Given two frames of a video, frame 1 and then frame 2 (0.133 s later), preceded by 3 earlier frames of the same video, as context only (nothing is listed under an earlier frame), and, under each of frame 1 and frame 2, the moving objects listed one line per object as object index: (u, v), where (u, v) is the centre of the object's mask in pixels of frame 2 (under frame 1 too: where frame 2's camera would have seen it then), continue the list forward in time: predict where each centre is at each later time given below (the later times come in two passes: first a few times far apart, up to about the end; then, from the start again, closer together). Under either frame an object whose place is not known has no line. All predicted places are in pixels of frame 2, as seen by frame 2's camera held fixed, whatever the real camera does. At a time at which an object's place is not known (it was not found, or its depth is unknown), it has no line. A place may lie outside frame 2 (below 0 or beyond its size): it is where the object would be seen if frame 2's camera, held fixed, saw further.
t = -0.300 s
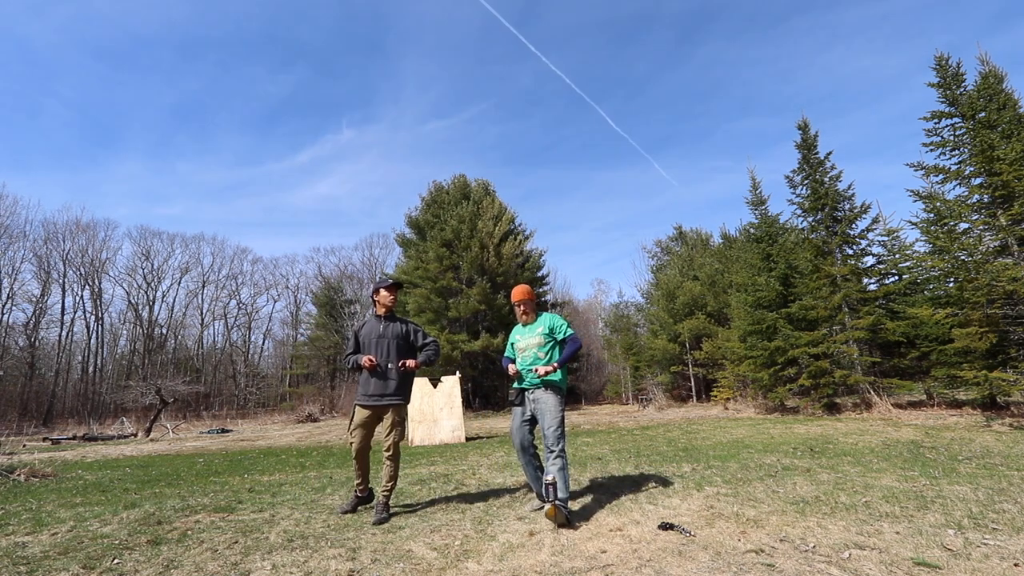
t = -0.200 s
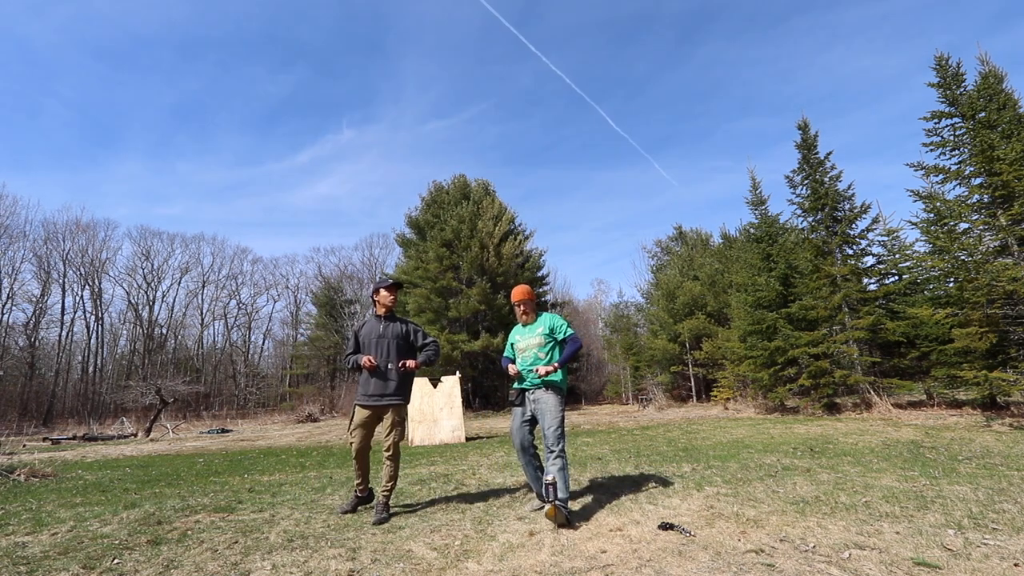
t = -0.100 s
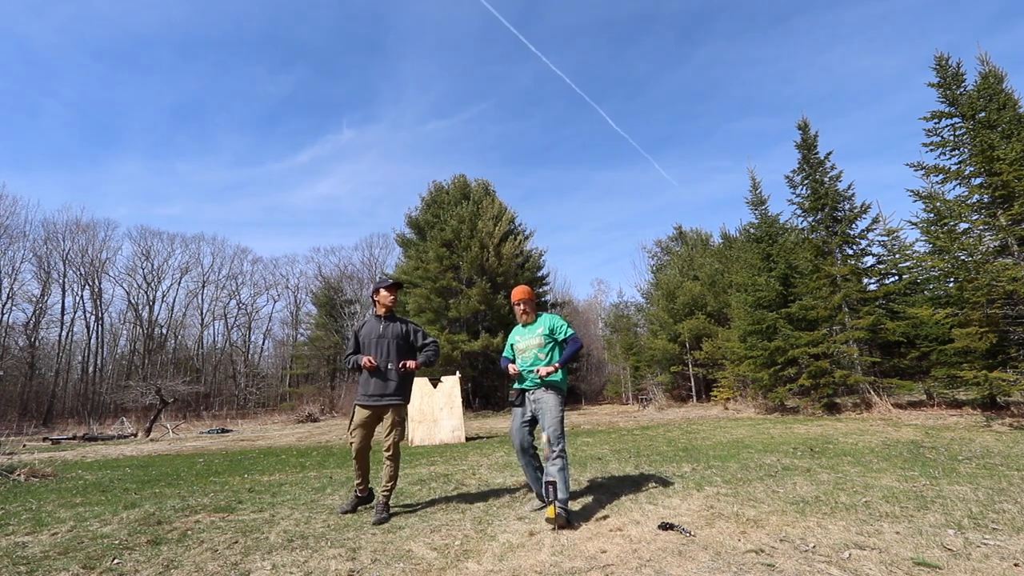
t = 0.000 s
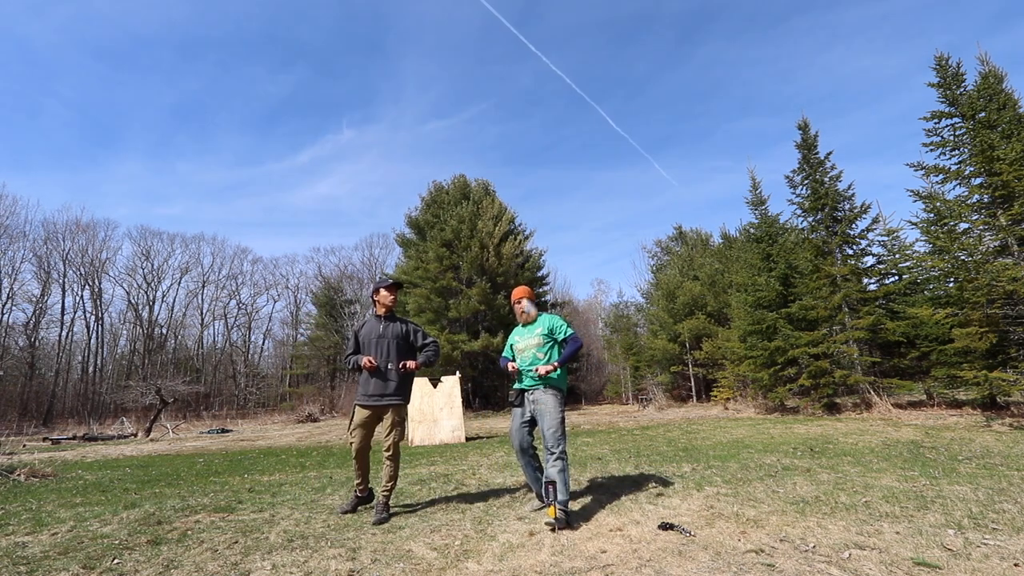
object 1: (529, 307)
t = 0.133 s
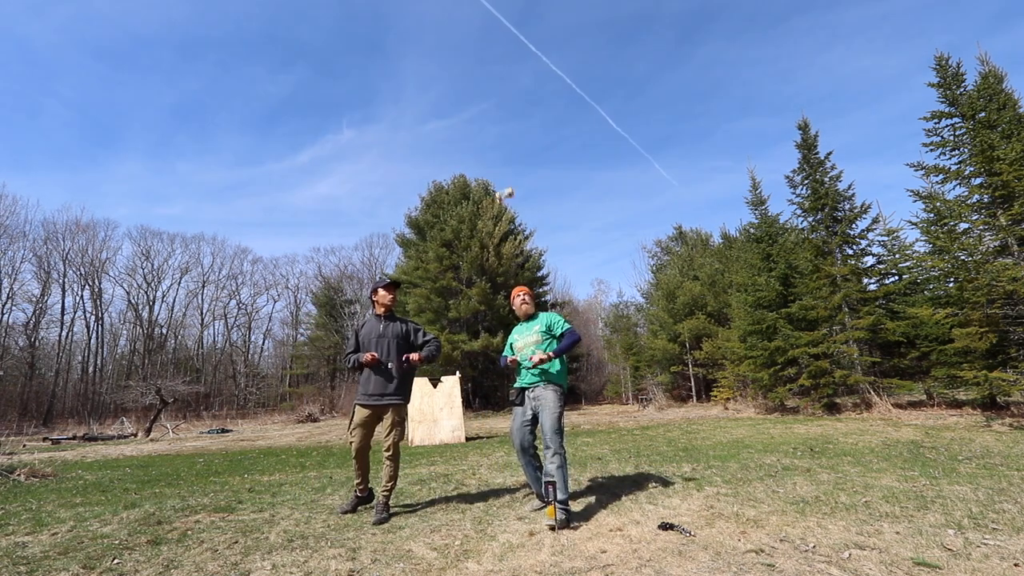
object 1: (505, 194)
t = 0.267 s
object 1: (485, 128)
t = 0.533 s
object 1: (451, 84)
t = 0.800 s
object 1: (410, 84)
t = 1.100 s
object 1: (366, 135)
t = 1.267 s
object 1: (344, 198)
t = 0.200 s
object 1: (494, 157)
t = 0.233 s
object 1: (489, 141)
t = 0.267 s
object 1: (485, 128)
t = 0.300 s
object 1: (480, 116)
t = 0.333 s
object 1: (476, 106)
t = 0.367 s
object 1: (471, 98)
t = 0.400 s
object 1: (467, 92)
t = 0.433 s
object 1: (463, 88)
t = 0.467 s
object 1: (460, 85)
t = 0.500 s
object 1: (455, 84)
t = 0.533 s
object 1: (451, 84)
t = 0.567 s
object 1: (448, 85)
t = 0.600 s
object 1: (444, 87)
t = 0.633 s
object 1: (441, 90)
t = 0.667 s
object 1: (436, 93)
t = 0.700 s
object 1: (429, 89)
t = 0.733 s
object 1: (422, 86)
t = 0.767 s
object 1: (416, 84)
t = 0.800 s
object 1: (410, 84)
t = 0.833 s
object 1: (404, 85)
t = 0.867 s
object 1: (399, 88)
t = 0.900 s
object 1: (393, 91)
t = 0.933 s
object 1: (388, 95)
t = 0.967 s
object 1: (383, 101)
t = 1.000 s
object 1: (379, 108)
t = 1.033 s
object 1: (374, 116)
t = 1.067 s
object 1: (370, 125)
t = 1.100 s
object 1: (366, 135)
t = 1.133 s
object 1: (361, 146)
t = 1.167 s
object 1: (357, 158)
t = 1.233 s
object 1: (348, 183)
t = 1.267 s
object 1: (344, 198)
